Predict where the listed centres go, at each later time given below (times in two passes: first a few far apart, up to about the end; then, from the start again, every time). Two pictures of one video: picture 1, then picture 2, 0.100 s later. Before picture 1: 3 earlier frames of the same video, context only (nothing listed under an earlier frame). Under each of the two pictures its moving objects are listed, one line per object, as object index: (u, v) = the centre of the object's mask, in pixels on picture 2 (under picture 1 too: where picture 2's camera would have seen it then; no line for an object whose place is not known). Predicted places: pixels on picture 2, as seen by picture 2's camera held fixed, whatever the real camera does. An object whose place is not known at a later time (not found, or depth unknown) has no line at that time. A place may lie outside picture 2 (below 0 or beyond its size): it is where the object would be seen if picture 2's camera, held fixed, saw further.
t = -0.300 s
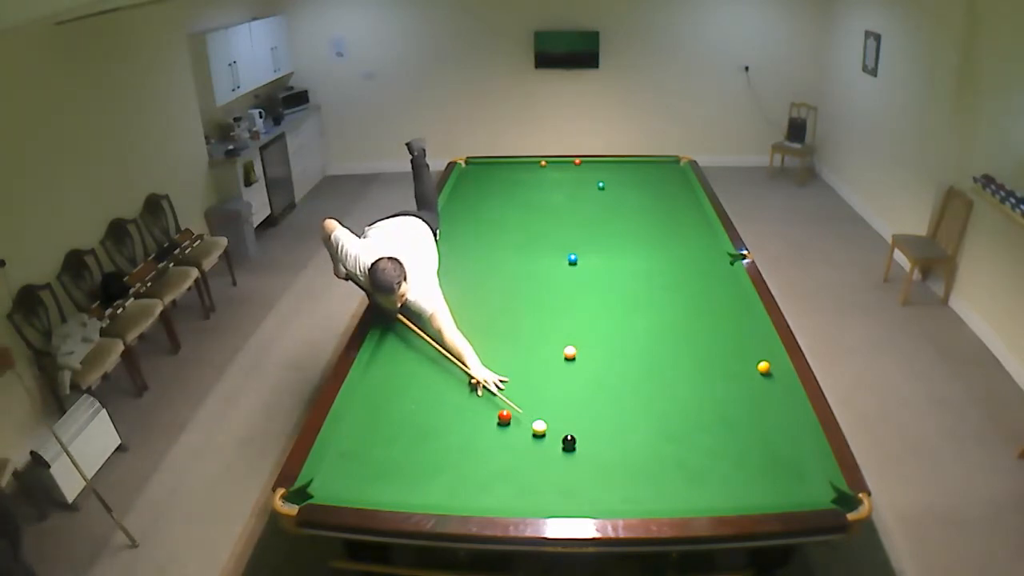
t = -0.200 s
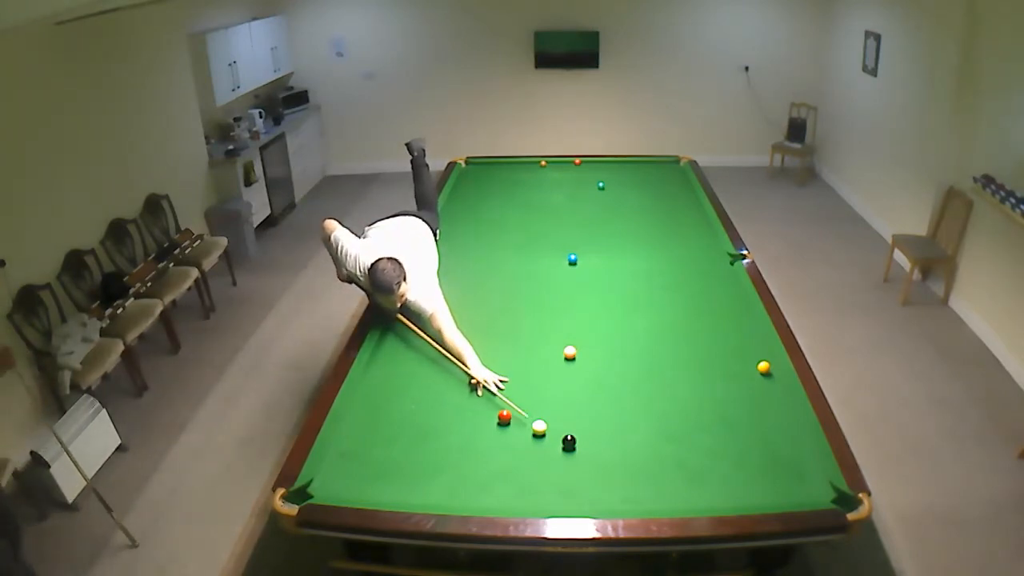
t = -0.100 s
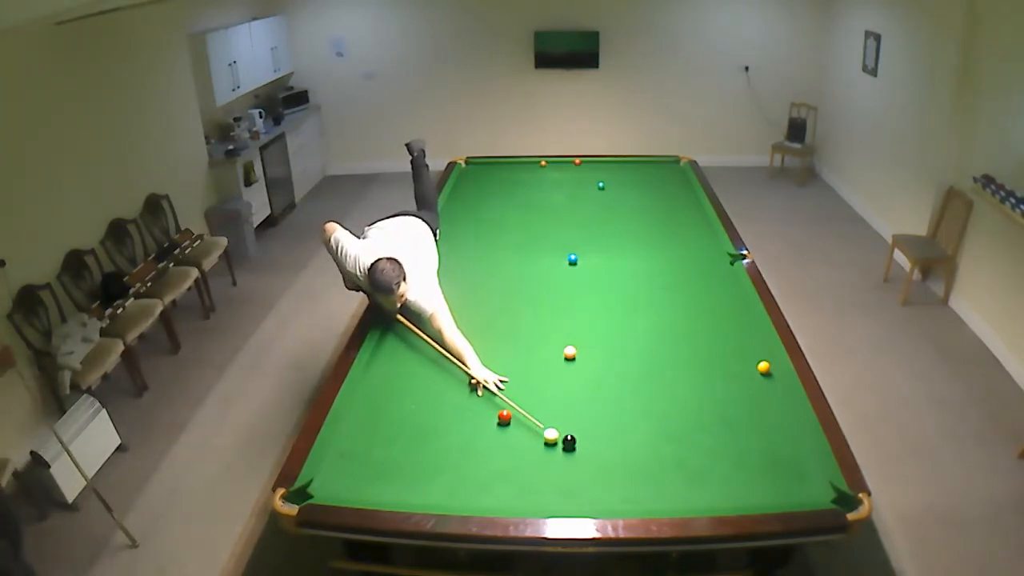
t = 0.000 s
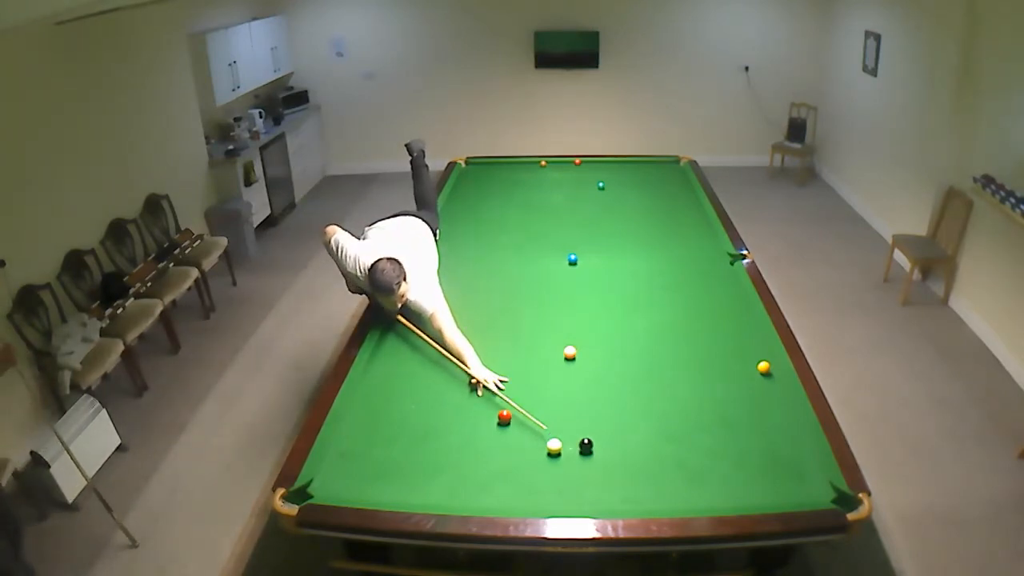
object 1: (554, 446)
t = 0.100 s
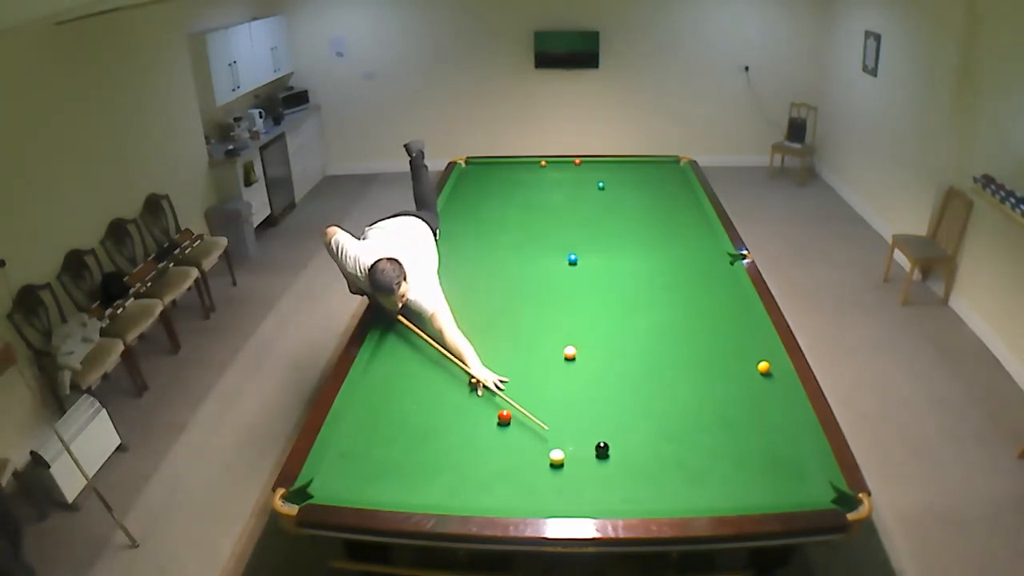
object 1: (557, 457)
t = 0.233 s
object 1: (560, 471)
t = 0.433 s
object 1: (565, 492)
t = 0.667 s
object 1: (571, 494)
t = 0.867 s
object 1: (576, 479)
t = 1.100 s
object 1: (580, 463)
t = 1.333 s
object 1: (584, 450)
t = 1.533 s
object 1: (587, 440)
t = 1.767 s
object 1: (590, 428)
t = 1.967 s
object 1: (592, 419)
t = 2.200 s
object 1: (593, 410)
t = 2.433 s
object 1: (594, 403)
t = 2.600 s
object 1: (595, 397)
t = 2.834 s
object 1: (597, 390)
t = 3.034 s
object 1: (598, 386)
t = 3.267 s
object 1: (599, 382)
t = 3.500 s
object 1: (601, 379)
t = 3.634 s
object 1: (601, 377)
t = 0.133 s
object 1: (557, 460)
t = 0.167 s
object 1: (558, 464)
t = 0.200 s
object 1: (559, 467)
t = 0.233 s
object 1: (560, 471)
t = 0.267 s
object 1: (561, 475)
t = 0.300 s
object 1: (562, 479)
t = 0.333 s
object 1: (562, 481)
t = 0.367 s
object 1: (564, 486)
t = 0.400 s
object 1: (565, 490)
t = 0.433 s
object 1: (565, 492)
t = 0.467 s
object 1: (567, 497)
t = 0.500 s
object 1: (568, 499)
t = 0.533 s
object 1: (568, 500)
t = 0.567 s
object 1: (569, 499)
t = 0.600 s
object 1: (570, 498)
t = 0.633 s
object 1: (570, 497)
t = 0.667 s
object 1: (571, 494)
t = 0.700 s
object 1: (572, 492)
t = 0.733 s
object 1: (573, 490)
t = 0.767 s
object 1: (574, 487)
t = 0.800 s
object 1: (574, 484)
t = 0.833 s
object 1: (575, 483)
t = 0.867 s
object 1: (576, 479)
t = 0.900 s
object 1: (577, 477)
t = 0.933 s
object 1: (577, 476)
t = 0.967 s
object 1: (578, 472)
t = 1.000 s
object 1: (579, 470)
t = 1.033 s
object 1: (579, 469)
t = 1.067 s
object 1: (580, 466)
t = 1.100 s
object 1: (580, 463)
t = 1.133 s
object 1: (581, 463)
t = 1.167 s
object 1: (582, 459)
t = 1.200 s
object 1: (582, 457)
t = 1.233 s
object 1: (583, 456)
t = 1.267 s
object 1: (583, 453)
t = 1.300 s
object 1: (584, 451)
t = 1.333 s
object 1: (584, 450)
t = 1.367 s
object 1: (585, 448)
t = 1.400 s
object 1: (585, 446)
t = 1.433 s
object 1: (585, 445)
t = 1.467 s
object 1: (586, 442)
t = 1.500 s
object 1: (587, 440)
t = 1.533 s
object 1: (587, 440)
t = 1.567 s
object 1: (588, 437)
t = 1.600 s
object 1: (588, 435)
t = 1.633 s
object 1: (588, 434)
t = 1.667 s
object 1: (589, 432)
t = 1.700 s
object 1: (589, 430)
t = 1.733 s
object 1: (589, 430)
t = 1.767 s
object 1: (590, 428)
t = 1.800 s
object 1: (590, 426)
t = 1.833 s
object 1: (590, 425)
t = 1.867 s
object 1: (591, 423)
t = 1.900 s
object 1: (591, 422)
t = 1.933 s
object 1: (591, 421)
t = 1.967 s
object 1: (592, 419)
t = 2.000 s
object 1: (592, 418)
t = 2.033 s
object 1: (592, 417)
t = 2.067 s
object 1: (592, 415)
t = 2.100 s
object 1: (592, 414)
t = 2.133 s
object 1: (593, 413)
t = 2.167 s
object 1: (593, 411)
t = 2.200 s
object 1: (593, 410)
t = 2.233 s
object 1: (593, 409)
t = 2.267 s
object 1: (593, 407)
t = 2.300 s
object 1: (594, 406)
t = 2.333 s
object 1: (594, 406)
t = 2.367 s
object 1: (594, 405)
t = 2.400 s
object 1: (594, 403)
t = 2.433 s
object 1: (594, 403)
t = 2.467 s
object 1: (594, 402)
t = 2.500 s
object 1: (595, 400)
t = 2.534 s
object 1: (595, 398)
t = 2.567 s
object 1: (595, 398)
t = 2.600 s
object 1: (595, 397)
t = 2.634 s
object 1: (596, 396)
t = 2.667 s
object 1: (596, 395)
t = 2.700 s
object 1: (596, 394)
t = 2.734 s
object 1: (596, 393)
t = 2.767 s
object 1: (596, 392)
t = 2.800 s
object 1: (596, 391)
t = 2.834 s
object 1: (597, 390)
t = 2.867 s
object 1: (597, 390)
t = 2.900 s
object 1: (597, 389)
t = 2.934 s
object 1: (597, 388)
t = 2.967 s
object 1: (597, 388)
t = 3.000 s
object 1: (598, 387)
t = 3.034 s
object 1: (598, 386)
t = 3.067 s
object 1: (598, 386)
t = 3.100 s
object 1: (598, 386)
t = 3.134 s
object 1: (599, 384)
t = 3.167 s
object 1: (599, 384)
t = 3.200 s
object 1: (599, 383)
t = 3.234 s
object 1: (599, 383)
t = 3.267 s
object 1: (599, 382)
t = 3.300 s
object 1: (599, 381)
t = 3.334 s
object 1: (600, 380)
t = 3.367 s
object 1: (600, 381)
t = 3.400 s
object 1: (600, 380)
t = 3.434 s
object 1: (600, 380)
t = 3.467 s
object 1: (600, 379)
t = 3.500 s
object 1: (601, 379)
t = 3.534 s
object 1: (601, 378)
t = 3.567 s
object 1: (601, 378)
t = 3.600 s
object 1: (601, 378)
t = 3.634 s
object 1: (601, 377)
